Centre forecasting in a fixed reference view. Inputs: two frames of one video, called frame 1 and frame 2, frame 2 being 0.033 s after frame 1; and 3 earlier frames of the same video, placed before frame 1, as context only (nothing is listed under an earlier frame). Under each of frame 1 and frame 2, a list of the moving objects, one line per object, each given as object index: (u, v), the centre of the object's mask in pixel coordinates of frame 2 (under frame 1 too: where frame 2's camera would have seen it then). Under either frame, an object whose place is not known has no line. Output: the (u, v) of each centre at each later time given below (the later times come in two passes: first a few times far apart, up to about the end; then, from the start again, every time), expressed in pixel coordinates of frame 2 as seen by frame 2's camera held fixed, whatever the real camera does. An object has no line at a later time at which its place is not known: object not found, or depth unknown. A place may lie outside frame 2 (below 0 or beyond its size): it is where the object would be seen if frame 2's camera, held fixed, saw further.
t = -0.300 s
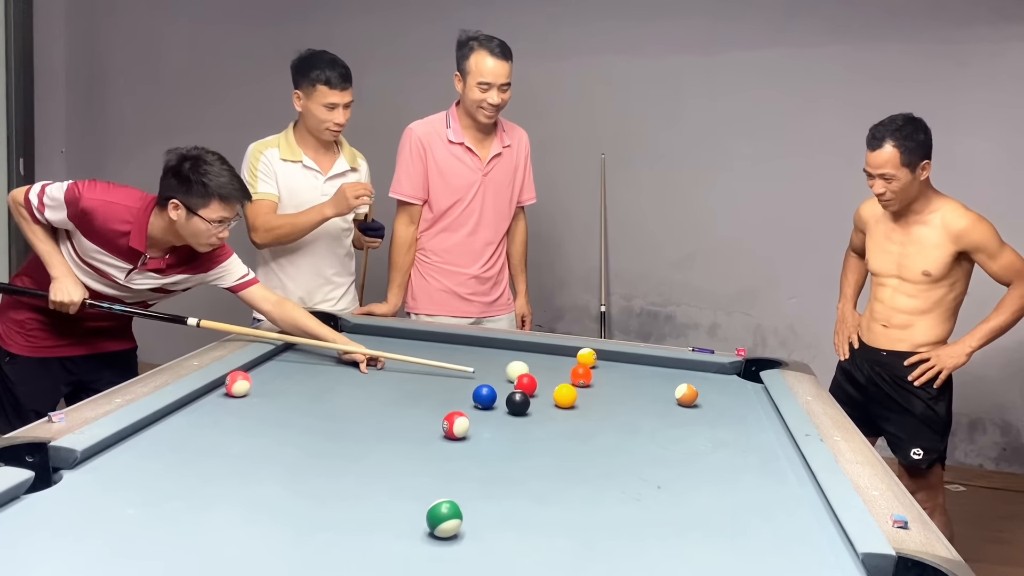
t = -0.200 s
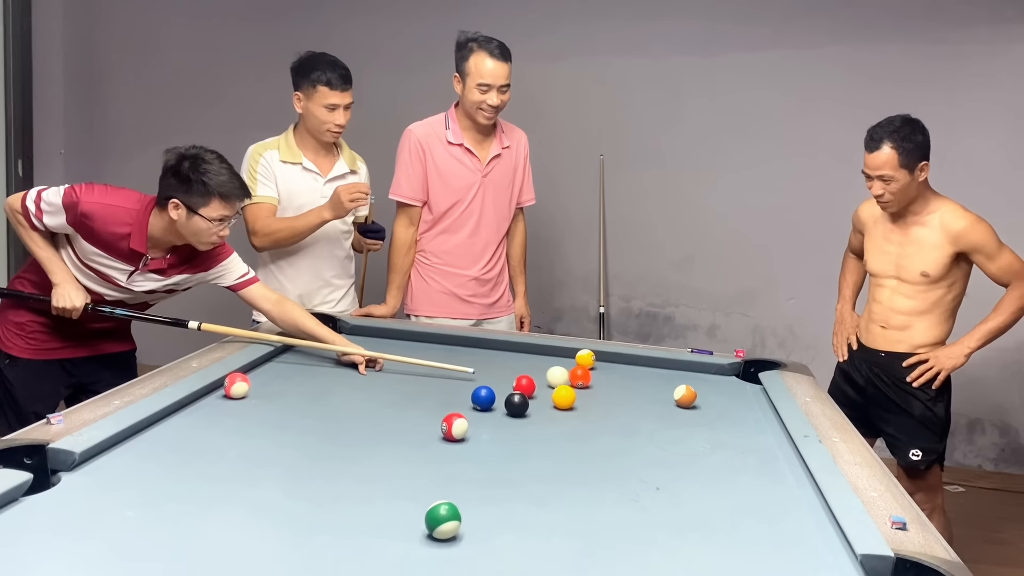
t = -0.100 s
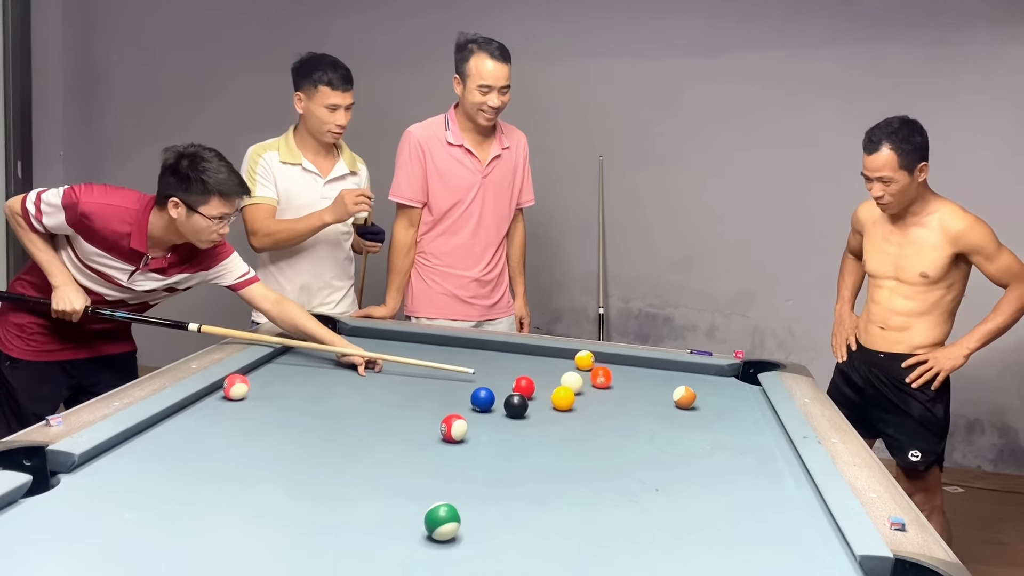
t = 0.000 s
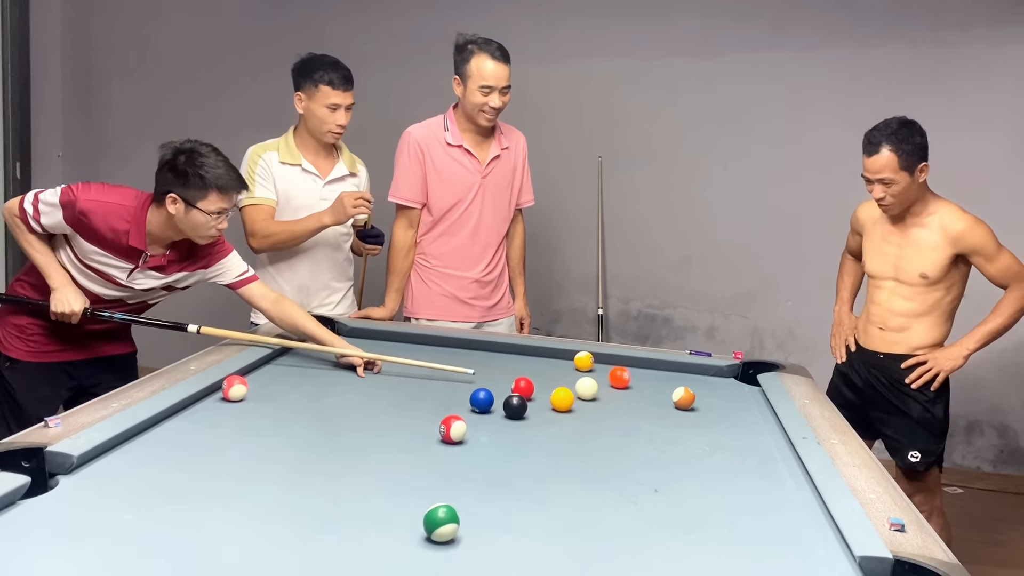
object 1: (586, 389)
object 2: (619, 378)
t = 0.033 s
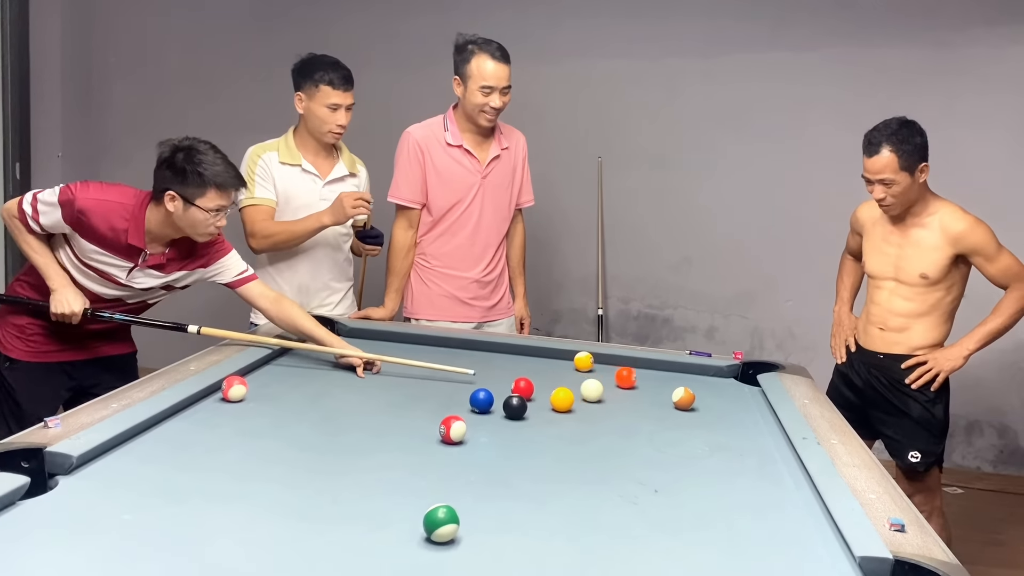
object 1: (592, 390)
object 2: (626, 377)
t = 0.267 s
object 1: (629, 401)
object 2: (667, 376)
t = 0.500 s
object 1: (668, 412)
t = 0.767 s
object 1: (712, 425)
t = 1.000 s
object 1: (751, 436)
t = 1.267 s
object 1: (771, 444)
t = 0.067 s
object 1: (597, 392)
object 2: (632, 377)
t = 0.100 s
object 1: (602, 393)
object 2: (638, 377)
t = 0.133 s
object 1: (608, 395)
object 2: (644, 377)
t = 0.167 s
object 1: (613, 396)
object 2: (650, 377)
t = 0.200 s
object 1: (618, 398)
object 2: (655, 377)
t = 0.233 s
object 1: (624, 399)
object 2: (661, 376)
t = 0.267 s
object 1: (629, 401)
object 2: (667, 376)
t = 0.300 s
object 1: (635, 403)
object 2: (673, 376)
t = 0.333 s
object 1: (640, 404)
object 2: (678, 376)
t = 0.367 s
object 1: (646, 406)
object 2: (684, 376)
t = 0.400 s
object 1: (651, 407)
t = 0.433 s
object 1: (657, 409)
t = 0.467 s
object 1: (662, 411)
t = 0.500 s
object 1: (668, 412)
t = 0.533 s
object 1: (673, 414)
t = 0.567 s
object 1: (679, 415)
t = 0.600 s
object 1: (684, 417)
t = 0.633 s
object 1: (690, 418)
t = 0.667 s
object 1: (695, 420)
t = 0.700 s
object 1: (701, 421)
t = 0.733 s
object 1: (706, 423)
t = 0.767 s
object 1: (712, 425)
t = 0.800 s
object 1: (718, 426)
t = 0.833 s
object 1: (723, 428)
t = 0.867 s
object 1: (729, 429)
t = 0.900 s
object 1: (734, 431)
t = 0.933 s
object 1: (740, 432)
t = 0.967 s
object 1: (745, 434)
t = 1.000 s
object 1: (751, 436)
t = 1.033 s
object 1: (756, 437)
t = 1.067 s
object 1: (762, 439)
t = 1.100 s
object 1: (767, 440)
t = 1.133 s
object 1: (773, 442)
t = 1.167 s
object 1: (778, 443)
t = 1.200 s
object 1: (776, 444)
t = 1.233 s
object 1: (773, 444)
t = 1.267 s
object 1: (771, 444)
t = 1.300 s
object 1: (768, 444)
